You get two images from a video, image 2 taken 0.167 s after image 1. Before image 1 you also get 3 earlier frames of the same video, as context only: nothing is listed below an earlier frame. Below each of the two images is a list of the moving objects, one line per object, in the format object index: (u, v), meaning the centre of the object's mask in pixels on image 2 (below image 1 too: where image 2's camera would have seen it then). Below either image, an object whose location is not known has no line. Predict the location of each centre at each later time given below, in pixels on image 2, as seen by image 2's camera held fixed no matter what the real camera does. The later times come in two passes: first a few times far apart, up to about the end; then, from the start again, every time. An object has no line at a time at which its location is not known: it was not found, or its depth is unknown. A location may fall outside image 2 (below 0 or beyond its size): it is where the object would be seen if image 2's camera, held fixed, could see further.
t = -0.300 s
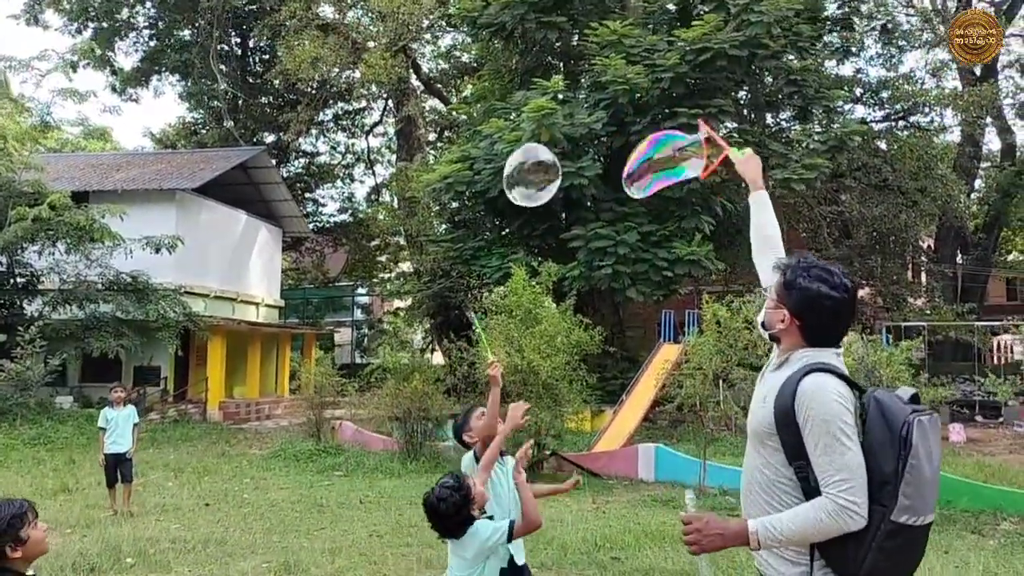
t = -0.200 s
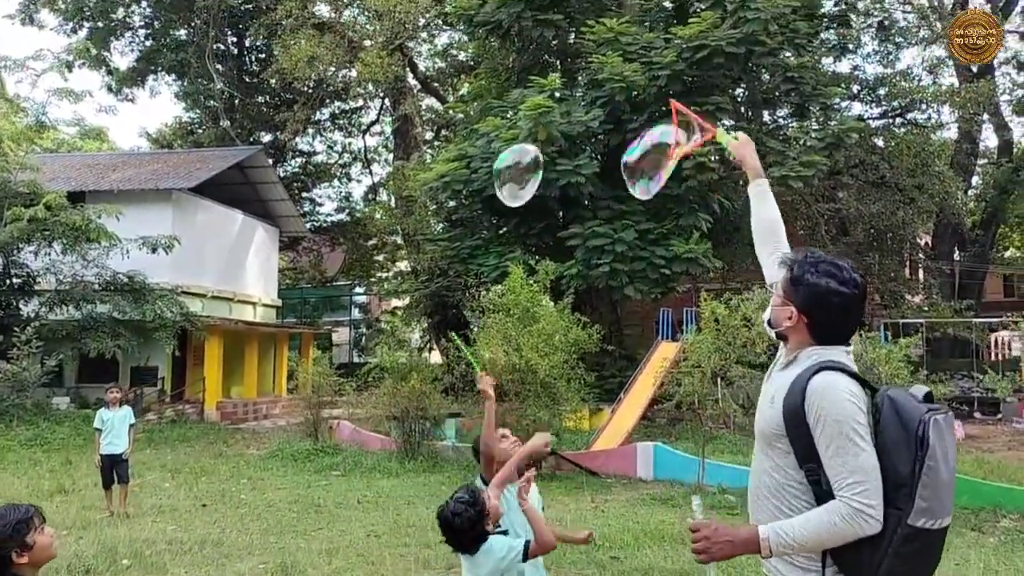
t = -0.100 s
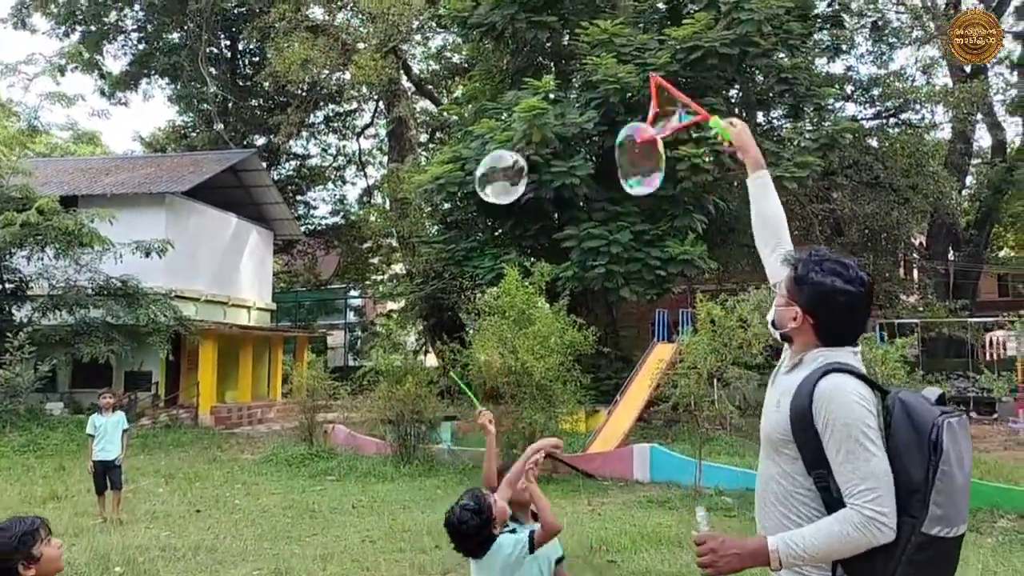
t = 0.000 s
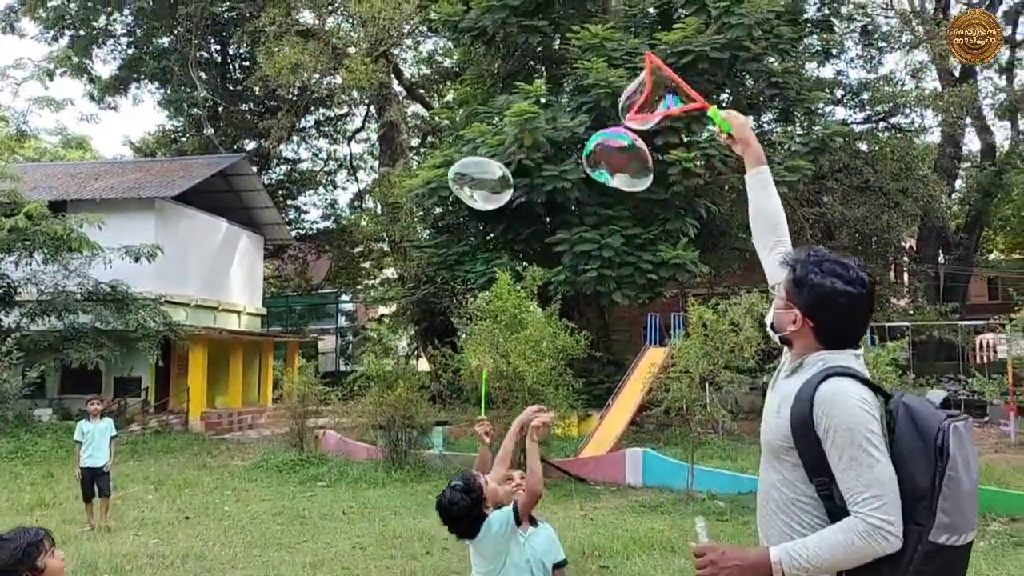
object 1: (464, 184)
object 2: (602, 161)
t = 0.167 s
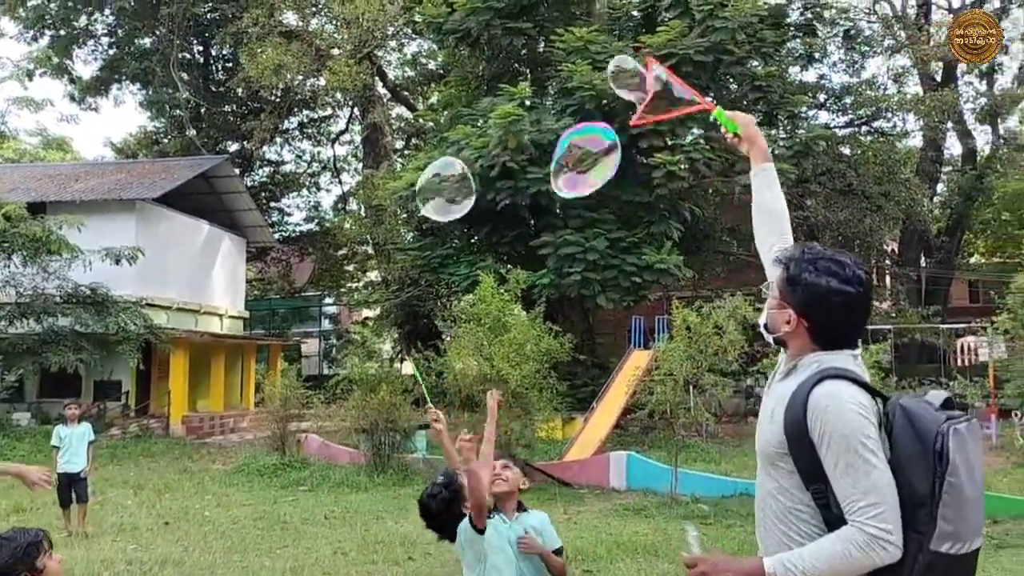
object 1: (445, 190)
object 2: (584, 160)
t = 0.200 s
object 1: (441, 191)
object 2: (579, 157)
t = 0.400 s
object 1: (415, 199)
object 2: (549, 152)
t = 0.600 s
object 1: (390, 212)
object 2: (522, 147)
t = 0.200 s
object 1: (441, 191)
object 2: (579, 157)
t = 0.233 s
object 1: (436, 192)
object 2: (574, 156)
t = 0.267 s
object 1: (431, 193)
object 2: (569, 155)
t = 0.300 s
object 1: (427, 195)
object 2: (564, 155)
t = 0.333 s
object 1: (423, 196)
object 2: (559, 154)
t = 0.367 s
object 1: (419, 197)
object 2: (554, 154)
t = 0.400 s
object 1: (415, 199)
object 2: (549, 152)
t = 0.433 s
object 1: (410, 200)
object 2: (544, 151)
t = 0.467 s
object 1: (405, 202)
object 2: (540, 149)
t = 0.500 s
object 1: (401, 204)
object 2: (535, 148)
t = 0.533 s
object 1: (398, 206)
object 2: (531, 147)
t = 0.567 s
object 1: (394, 209)
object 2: (527, 147)
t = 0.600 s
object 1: (390, 212)
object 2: (522, 147)
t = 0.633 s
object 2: (511, 146)
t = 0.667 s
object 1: (375, 218)
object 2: (506, 145)
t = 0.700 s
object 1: (371, 221)
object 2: (501, 143)
